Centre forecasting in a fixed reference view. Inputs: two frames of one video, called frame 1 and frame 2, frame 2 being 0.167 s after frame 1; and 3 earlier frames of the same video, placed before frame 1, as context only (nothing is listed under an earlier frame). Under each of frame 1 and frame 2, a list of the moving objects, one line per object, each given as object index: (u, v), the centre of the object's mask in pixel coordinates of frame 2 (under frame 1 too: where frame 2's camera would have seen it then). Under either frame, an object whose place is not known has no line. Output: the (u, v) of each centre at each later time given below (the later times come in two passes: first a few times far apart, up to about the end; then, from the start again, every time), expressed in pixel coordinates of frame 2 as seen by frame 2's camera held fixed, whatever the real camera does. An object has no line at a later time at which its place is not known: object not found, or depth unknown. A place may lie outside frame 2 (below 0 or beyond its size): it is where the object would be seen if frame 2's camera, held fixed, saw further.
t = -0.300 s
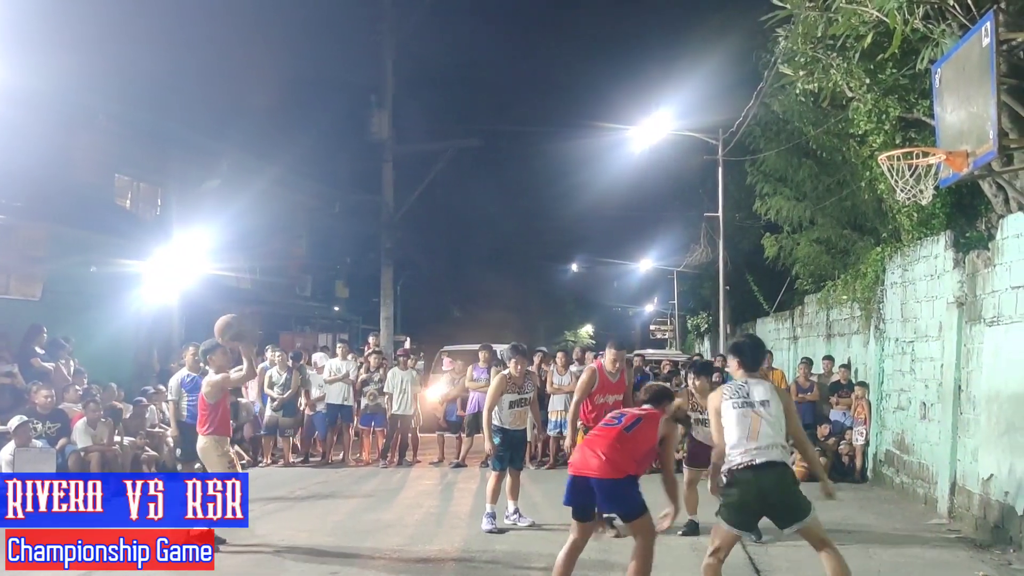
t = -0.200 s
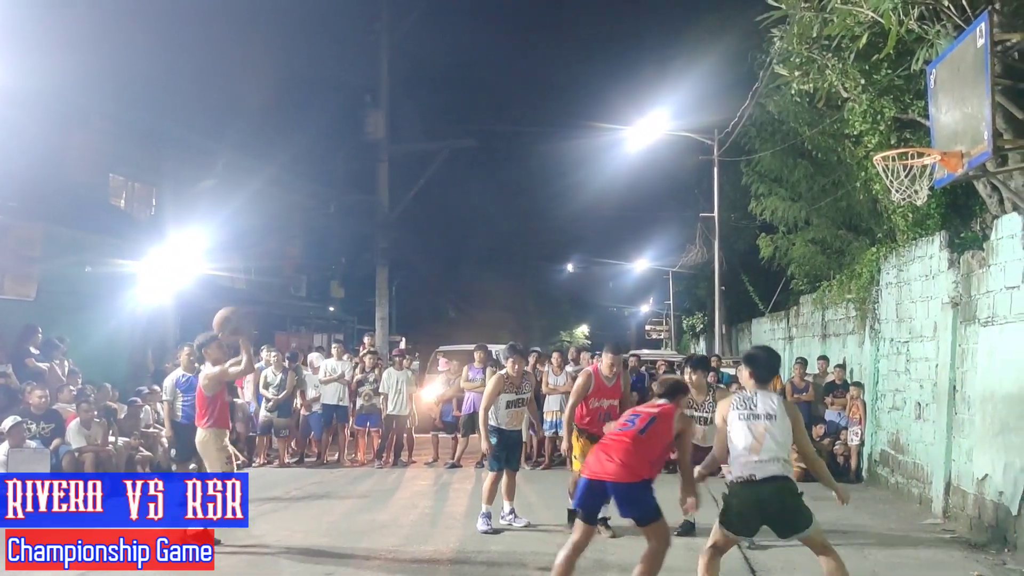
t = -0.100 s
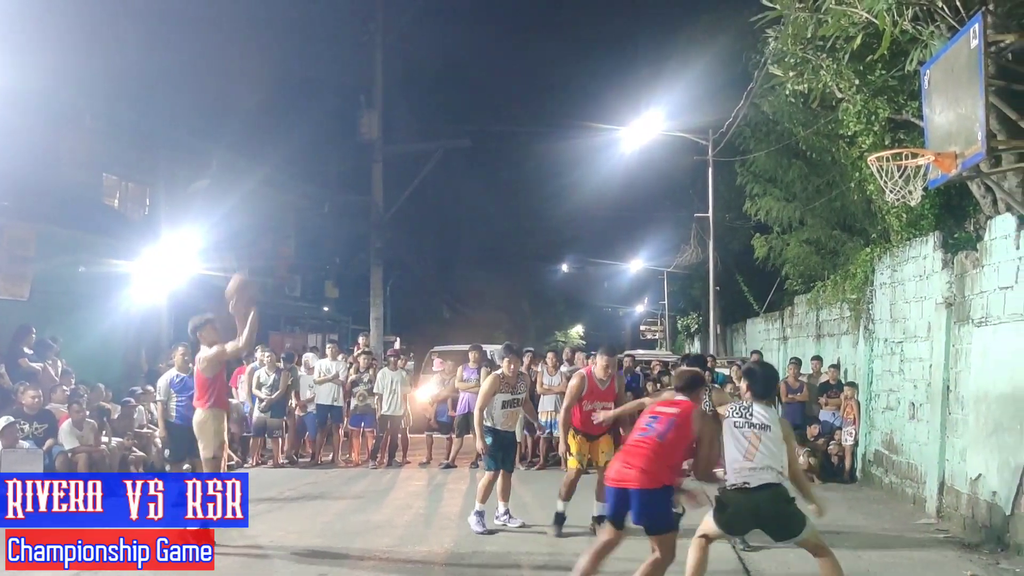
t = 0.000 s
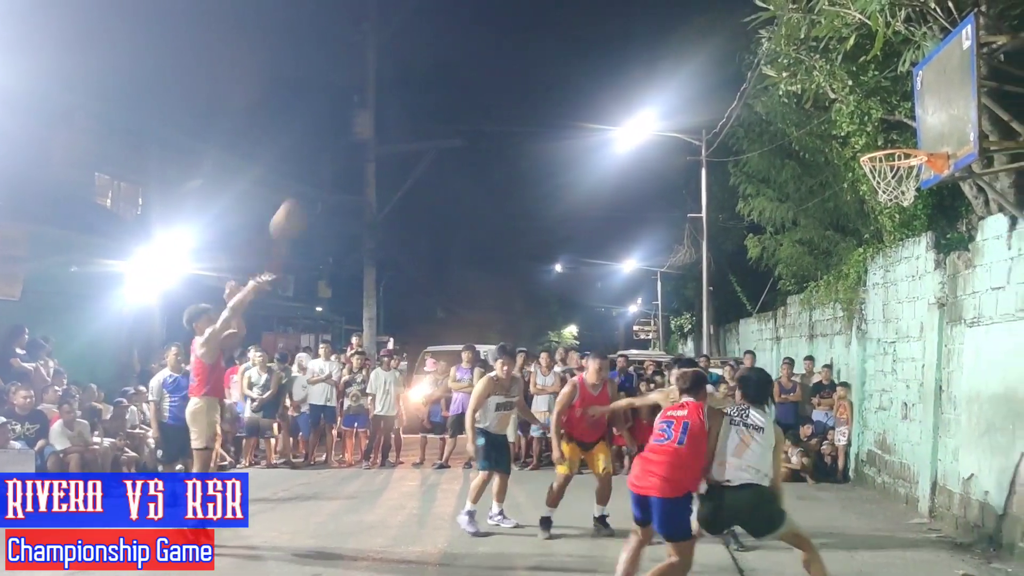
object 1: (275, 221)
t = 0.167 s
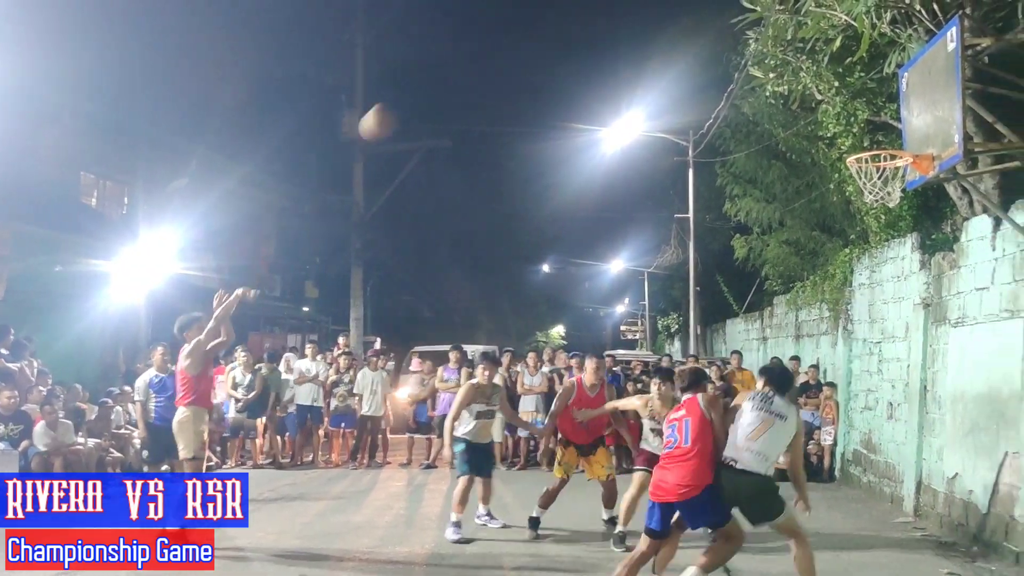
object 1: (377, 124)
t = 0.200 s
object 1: (398, 109)
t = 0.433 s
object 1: (540, 37)
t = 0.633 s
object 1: (662, 29)
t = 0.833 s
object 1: (791, 73)
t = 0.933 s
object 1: (858, 117)
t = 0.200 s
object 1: (398, 109)
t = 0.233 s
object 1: (419, 94)
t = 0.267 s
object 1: (438, 81)
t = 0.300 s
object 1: (459, 70)
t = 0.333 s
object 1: (480, 60)
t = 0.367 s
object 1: (500, 51)
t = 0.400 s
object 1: (520, 44)
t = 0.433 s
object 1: (540, 37)
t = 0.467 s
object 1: (561, 32)
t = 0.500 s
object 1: (581, 29)
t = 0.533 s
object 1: (602, 27)
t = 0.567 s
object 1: (623, 26)
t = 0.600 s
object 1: (644, 28)
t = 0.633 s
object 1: (662, 29)
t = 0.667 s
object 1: (686, 33)
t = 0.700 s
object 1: (706, 38)
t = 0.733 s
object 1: (725, 45)
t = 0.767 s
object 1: (748, 53)
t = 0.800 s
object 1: (770, 63)
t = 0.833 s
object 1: (791, 73)
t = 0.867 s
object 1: (813, 87)
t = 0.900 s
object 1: (834, 100)
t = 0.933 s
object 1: (858, 117)
